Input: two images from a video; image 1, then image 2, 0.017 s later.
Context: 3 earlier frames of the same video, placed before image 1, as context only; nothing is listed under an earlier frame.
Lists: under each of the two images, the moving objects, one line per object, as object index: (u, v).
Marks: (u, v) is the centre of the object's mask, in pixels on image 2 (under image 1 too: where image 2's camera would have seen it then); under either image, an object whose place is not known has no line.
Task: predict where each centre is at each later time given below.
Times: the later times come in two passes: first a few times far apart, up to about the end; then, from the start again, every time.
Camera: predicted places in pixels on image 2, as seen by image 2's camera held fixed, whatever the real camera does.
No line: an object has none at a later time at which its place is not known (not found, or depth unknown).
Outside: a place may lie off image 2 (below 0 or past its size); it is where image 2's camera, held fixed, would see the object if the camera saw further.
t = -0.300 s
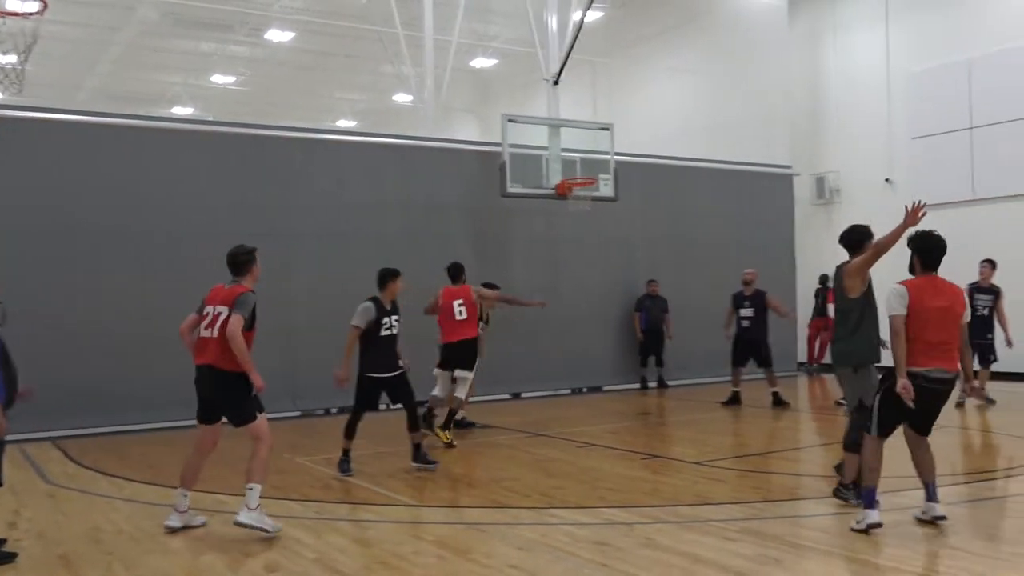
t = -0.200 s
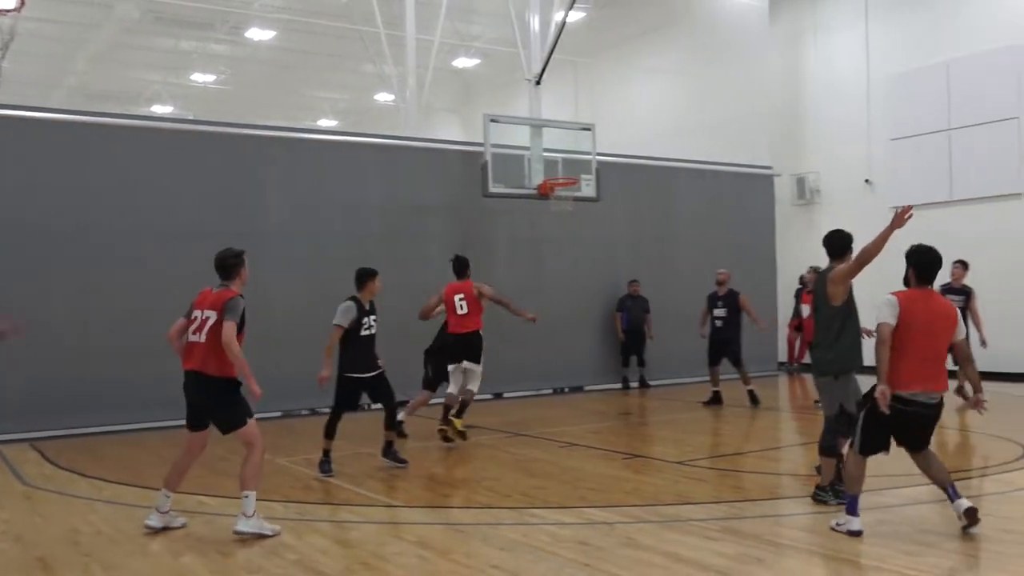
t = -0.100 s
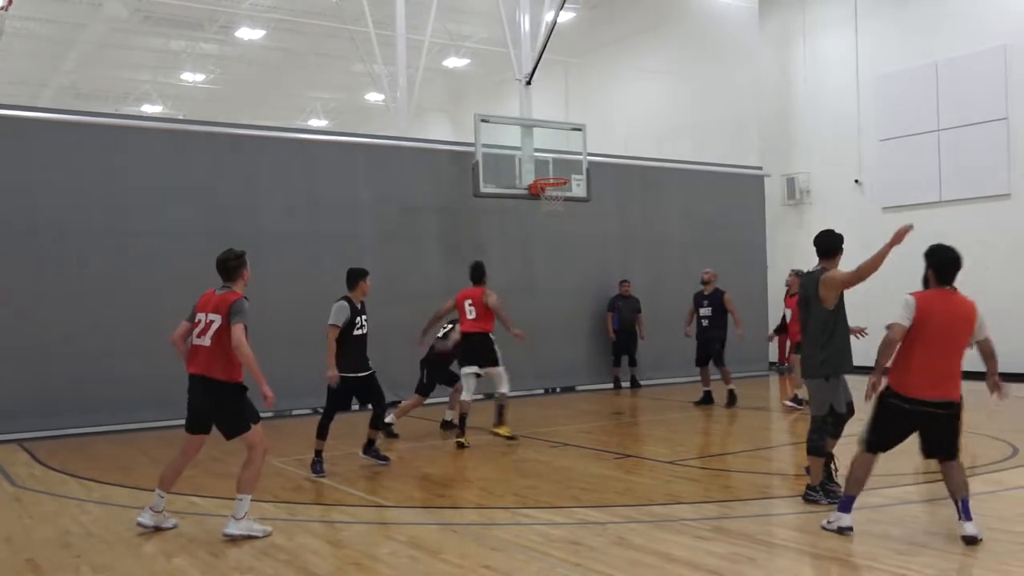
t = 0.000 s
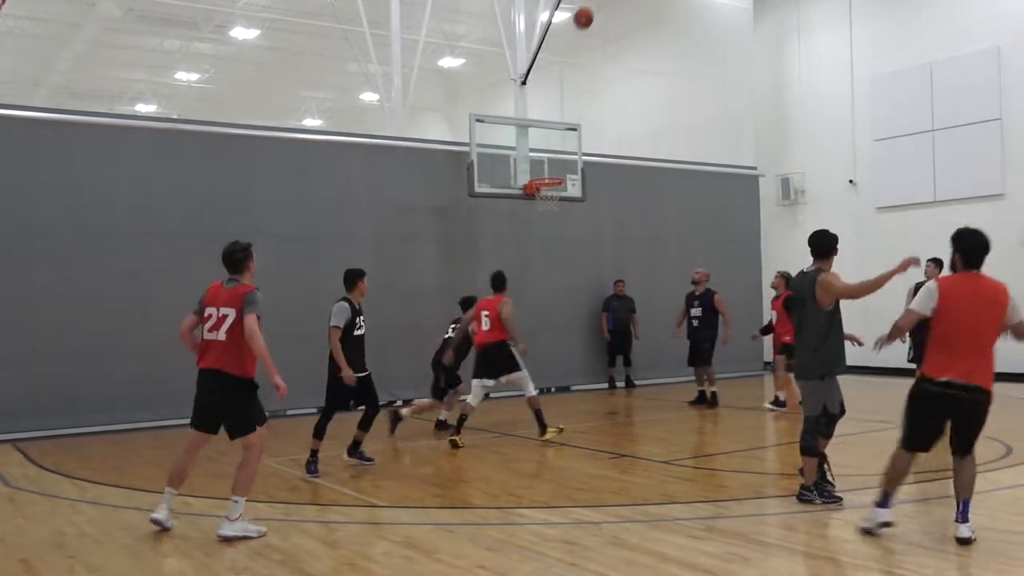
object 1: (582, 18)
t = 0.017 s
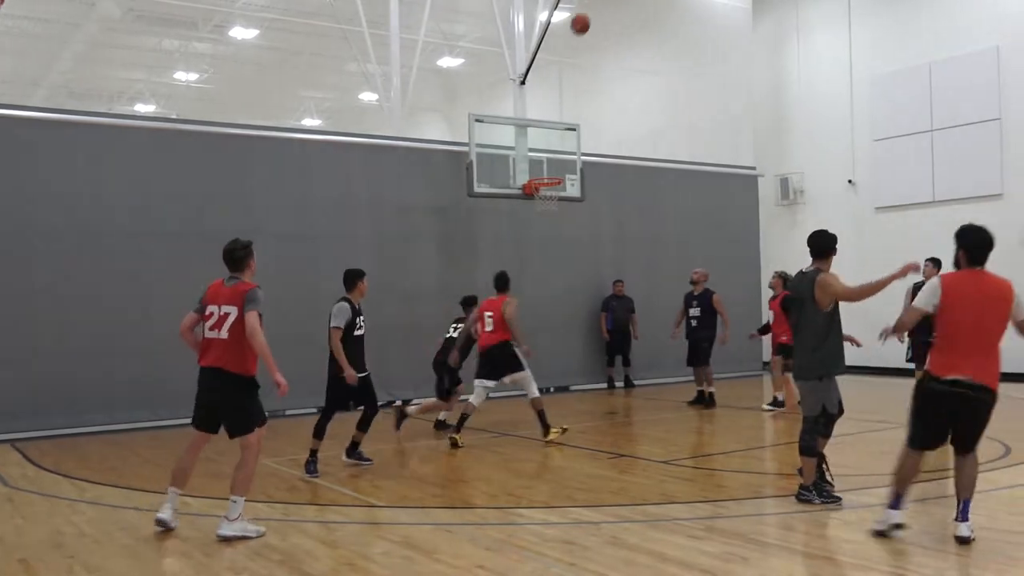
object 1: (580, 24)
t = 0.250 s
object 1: (554, 122)
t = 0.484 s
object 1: (545, 196)
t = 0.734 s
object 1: (540, 230)
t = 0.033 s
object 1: (578, 30)
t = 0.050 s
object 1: (576, 36)
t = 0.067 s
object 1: (574, 42)
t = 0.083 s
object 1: (572, 49)
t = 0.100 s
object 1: (570, 56)
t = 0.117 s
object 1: (568, 63)
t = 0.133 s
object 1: (566, 70)
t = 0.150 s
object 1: (564, 77)
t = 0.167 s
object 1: (562, 85)
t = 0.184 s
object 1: (561, 92)
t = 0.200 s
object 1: (559, 99)
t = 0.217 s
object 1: (557, 107)
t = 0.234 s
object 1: (556, 114)
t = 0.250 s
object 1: (554, 122)
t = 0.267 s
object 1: (552, 131)
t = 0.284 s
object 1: (550, 138)
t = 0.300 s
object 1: (549, 146)
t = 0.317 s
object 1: (547, 155)
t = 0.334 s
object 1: (545, 163)
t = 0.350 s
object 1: (544, 171)
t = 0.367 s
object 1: (542, 175)
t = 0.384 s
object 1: (544, 181)
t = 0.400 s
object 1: (545, 182)
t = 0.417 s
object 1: (546, 183)
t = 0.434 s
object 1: (546, 185)
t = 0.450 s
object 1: (546, 187)
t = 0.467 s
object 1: (547, 191)
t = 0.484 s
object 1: (545, 196)
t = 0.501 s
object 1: (545, 199)
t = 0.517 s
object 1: (546, 204)
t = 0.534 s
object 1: (545, 206)
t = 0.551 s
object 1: (544, 206)
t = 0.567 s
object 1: (544, 208)
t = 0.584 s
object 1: (543, 208)
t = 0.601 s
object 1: (543, 209)
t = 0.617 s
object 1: (543, 211)
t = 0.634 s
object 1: (542, 213)
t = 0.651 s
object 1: (542, 216)
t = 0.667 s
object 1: (542, 218)
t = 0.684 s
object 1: (541, 221)
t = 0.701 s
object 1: (541, 223)
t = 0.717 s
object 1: (541, 227)
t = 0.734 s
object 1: (540, 230)
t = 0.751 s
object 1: (540, 234)
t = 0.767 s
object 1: (540, 237)
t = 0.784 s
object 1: (539, 241)
